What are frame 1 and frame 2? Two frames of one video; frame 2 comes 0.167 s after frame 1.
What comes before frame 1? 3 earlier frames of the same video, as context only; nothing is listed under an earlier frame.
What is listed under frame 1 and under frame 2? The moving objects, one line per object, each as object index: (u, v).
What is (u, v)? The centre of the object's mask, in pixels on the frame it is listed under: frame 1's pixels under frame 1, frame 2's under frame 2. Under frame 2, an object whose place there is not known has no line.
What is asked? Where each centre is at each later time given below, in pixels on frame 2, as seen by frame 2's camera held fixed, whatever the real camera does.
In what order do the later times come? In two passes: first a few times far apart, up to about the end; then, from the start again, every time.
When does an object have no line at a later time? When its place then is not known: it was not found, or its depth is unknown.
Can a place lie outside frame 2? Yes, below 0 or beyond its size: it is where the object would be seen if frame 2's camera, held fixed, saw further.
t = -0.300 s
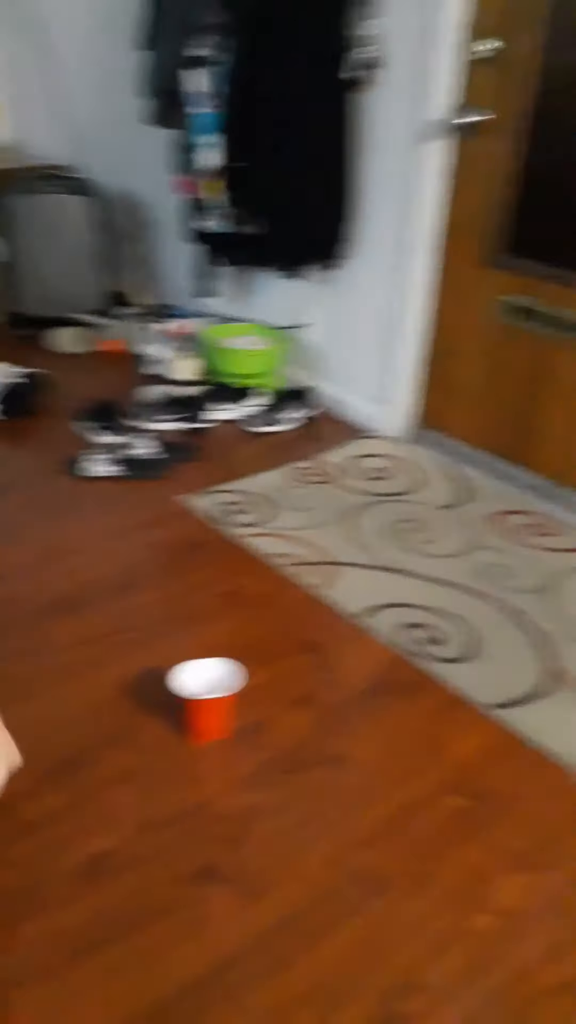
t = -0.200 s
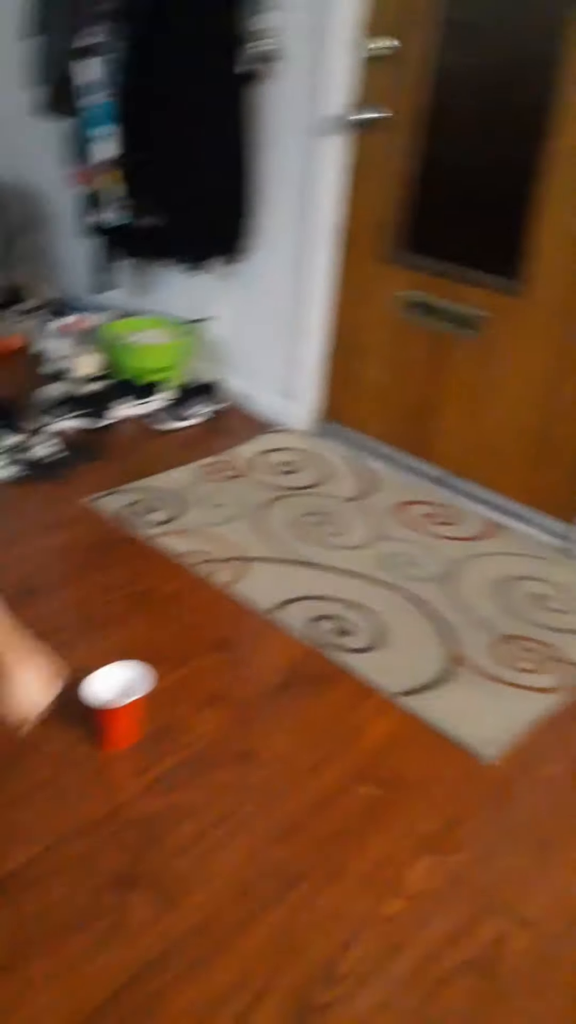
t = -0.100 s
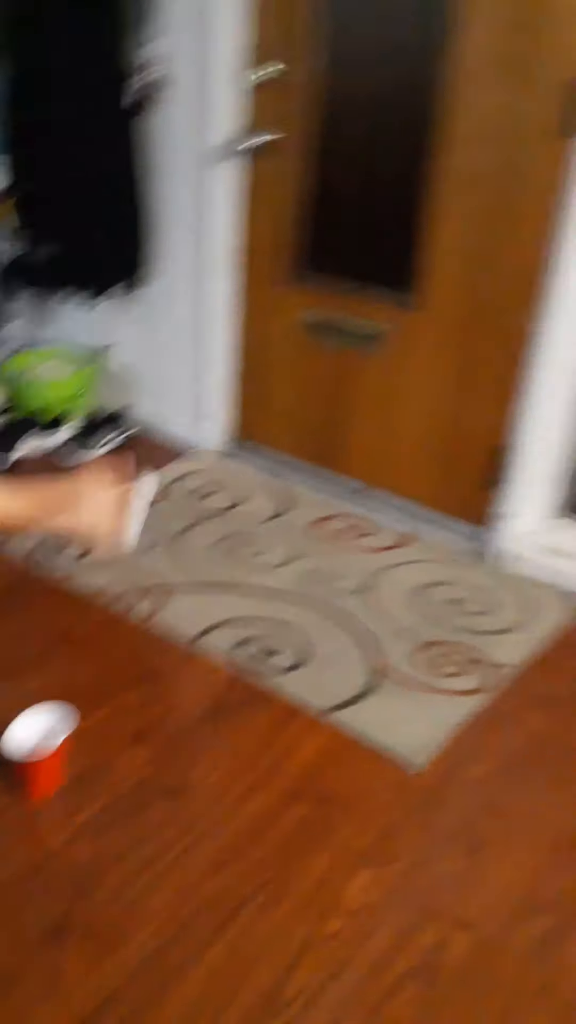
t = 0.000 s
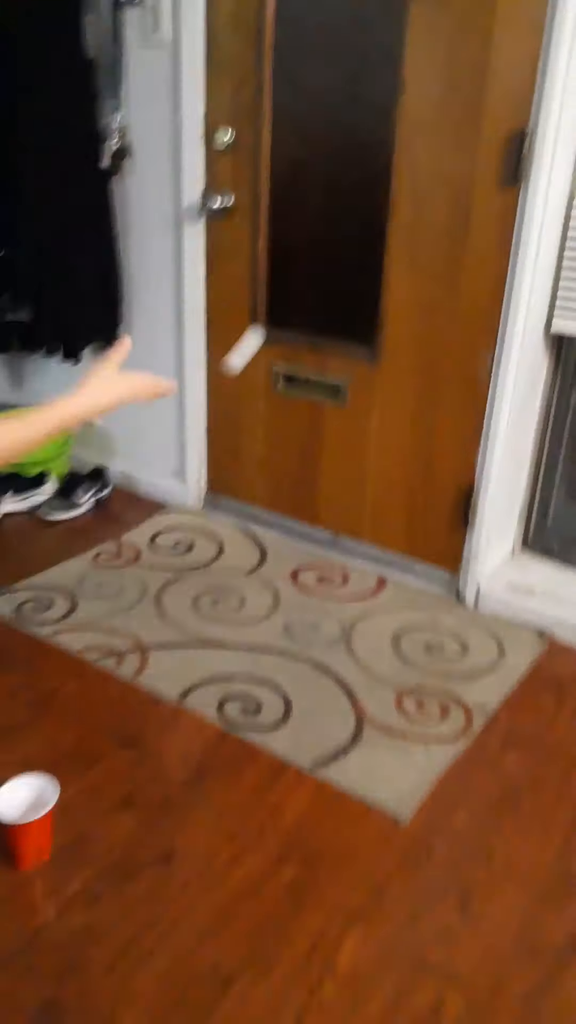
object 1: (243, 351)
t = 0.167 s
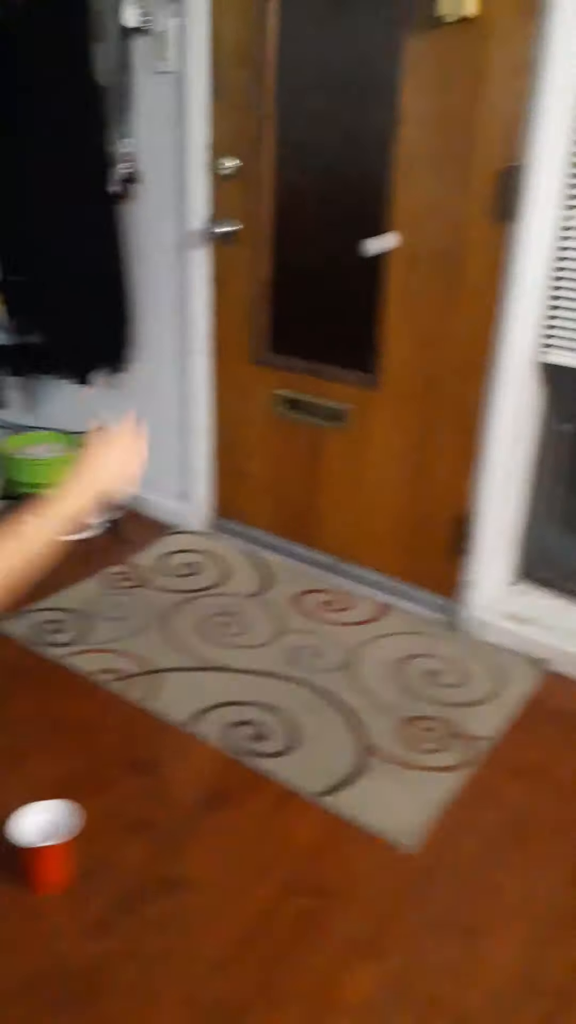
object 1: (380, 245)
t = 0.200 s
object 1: (398, 239)
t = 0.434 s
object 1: (271, 355)
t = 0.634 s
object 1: (131, 679)
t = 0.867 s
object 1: (53, 634)
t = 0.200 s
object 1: (398, 239)
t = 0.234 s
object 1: (399, 243)
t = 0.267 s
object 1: (379, 246)
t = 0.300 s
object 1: (357, 259)
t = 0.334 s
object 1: (337, 276)
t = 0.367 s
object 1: (317, 297)
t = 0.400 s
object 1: (294, 322)
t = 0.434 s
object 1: (271, 355)
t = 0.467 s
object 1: (248, 396)
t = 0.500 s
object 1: (229, 440)
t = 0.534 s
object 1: (206, 493)
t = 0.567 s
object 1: (182, 543)
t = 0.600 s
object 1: (155, 611)
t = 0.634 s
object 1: (131, 679)
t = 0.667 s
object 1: (109, 747)
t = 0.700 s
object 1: (93, 775)
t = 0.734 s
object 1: (84, 739)
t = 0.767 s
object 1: (76, 706)
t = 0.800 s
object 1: (68, 677)
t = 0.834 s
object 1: (61, 653)
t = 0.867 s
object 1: (53, 634)
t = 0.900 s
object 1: (47, 620)
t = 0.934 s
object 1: (39, 613)
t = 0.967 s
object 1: (32, 612)
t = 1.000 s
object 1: (26, 616)
